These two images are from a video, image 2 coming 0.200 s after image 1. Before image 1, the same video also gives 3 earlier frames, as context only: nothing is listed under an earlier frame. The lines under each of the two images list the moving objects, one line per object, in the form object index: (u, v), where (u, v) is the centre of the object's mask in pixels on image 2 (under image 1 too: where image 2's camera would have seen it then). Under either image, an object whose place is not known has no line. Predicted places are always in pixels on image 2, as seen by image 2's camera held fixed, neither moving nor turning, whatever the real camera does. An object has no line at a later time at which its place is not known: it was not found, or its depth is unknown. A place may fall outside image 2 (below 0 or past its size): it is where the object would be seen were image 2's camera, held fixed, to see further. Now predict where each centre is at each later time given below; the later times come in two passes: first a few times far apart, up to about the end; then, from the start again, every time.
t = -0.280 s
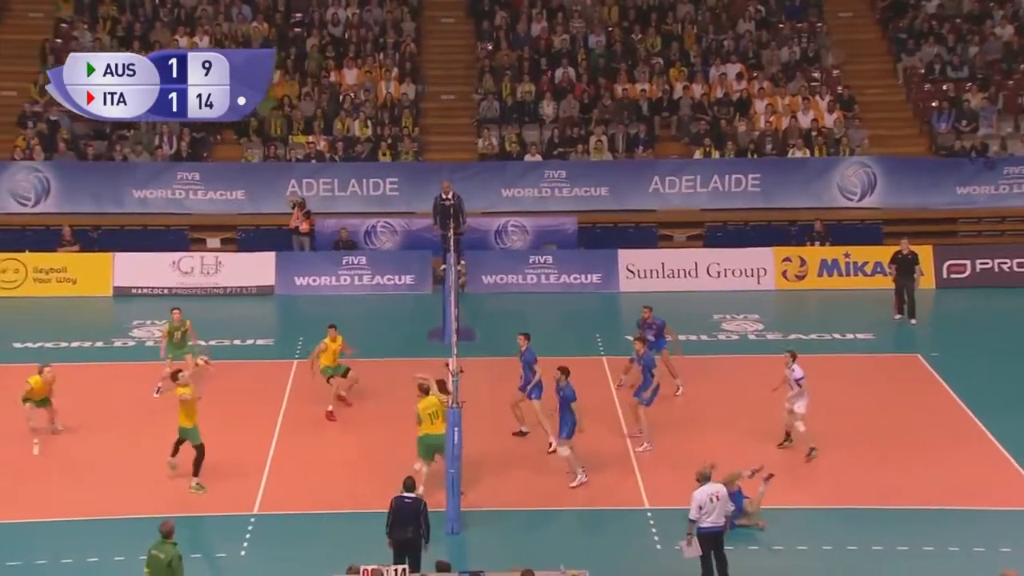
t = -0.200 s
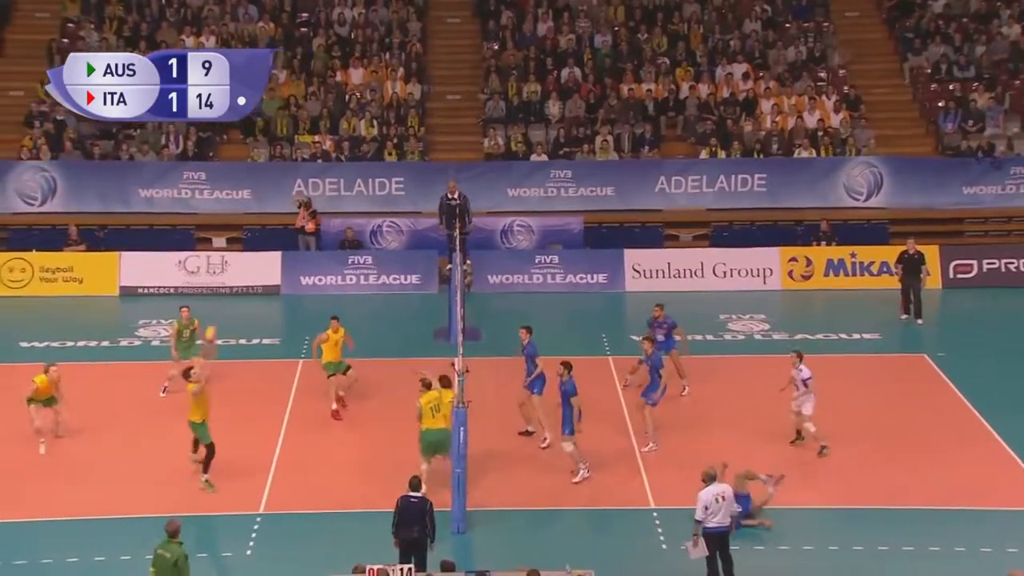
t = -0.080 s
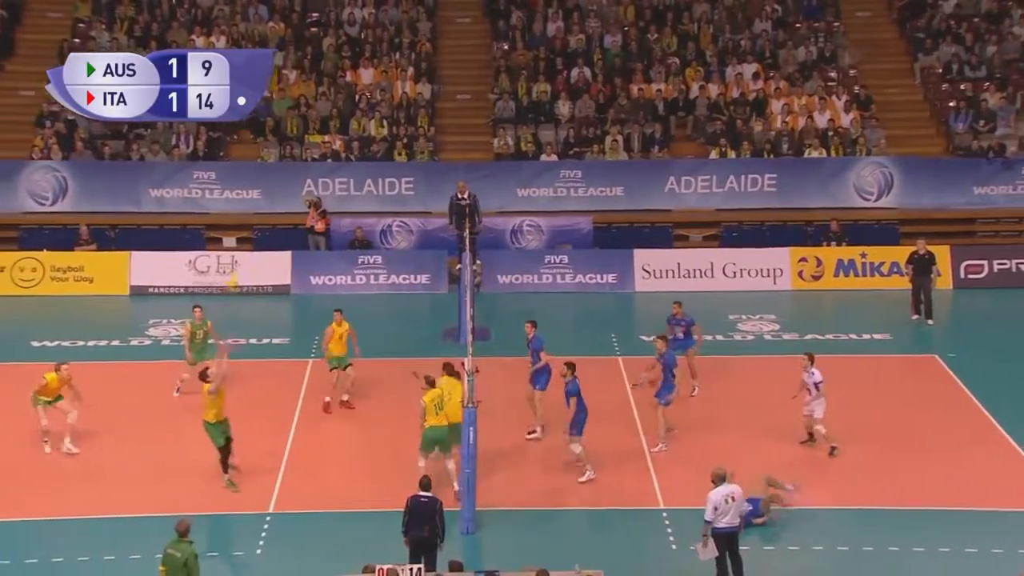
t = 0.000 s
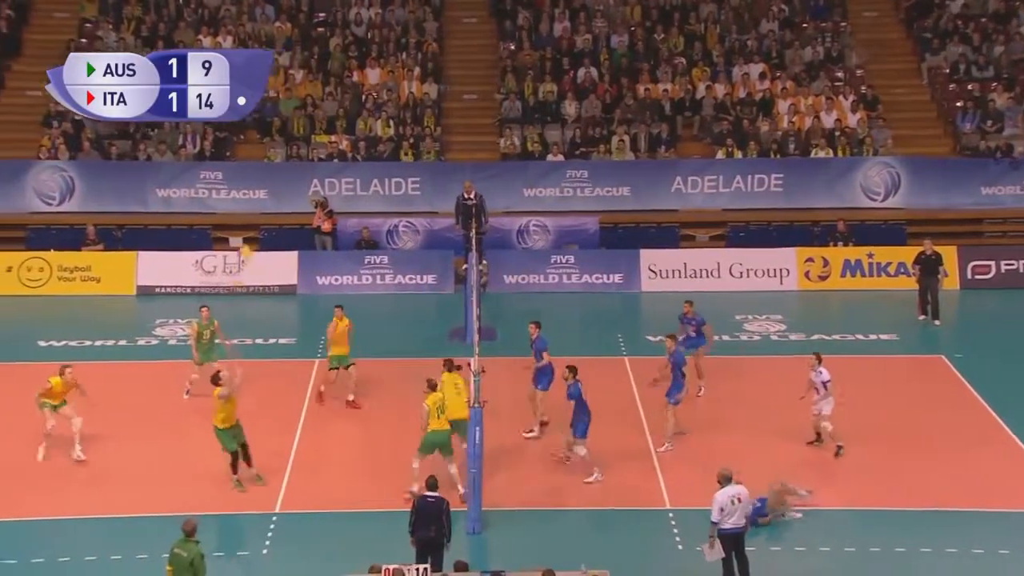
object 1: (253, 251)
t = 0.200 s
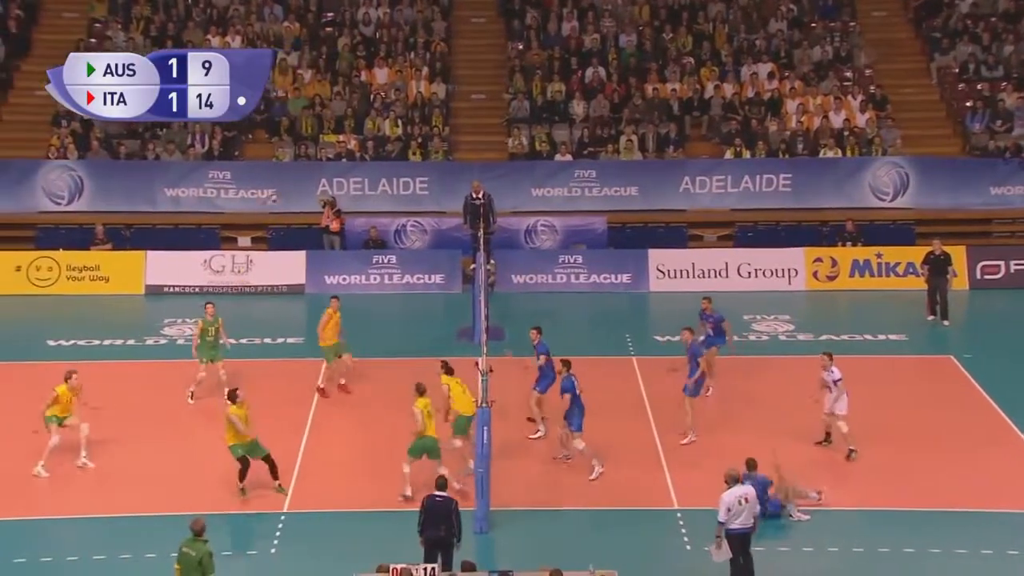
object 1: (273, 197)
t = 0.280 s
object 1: (275, 185)
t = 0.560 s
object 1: (301, 170)
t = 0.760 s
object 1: (318, 187)
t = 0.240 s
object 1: (274, 191)
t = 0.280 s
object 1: (275, 185)
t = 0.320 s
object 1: (279, 180)
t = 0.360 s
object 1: (281, 176)
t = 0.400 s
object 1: (286, 171)
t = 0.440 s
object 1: (290, 170)
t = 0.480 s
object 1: (293, 169)
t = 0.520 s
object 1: (297, 169)
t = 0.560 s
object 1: (301, 170)
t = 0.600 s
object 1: (304, 172)
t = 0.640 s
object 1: (307, 174)
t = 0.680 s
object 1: (312, 177)
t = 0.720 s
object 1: (315, 178)
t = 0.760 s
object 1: (318, 187)
